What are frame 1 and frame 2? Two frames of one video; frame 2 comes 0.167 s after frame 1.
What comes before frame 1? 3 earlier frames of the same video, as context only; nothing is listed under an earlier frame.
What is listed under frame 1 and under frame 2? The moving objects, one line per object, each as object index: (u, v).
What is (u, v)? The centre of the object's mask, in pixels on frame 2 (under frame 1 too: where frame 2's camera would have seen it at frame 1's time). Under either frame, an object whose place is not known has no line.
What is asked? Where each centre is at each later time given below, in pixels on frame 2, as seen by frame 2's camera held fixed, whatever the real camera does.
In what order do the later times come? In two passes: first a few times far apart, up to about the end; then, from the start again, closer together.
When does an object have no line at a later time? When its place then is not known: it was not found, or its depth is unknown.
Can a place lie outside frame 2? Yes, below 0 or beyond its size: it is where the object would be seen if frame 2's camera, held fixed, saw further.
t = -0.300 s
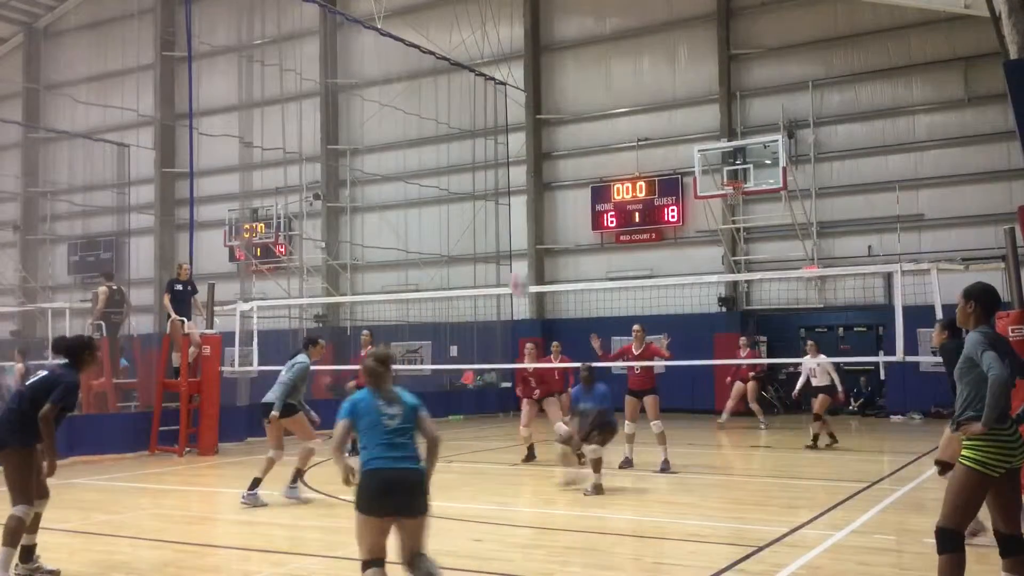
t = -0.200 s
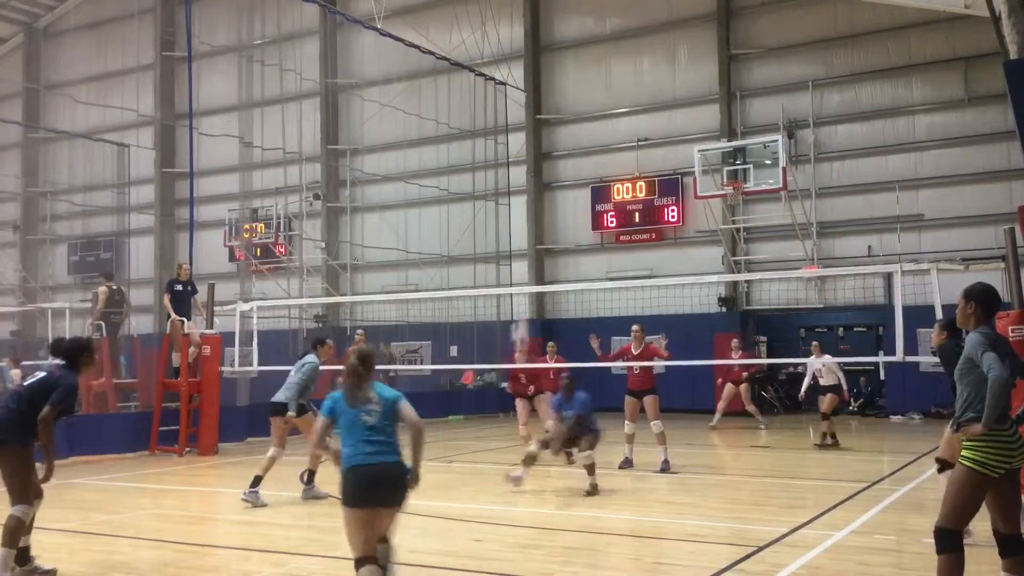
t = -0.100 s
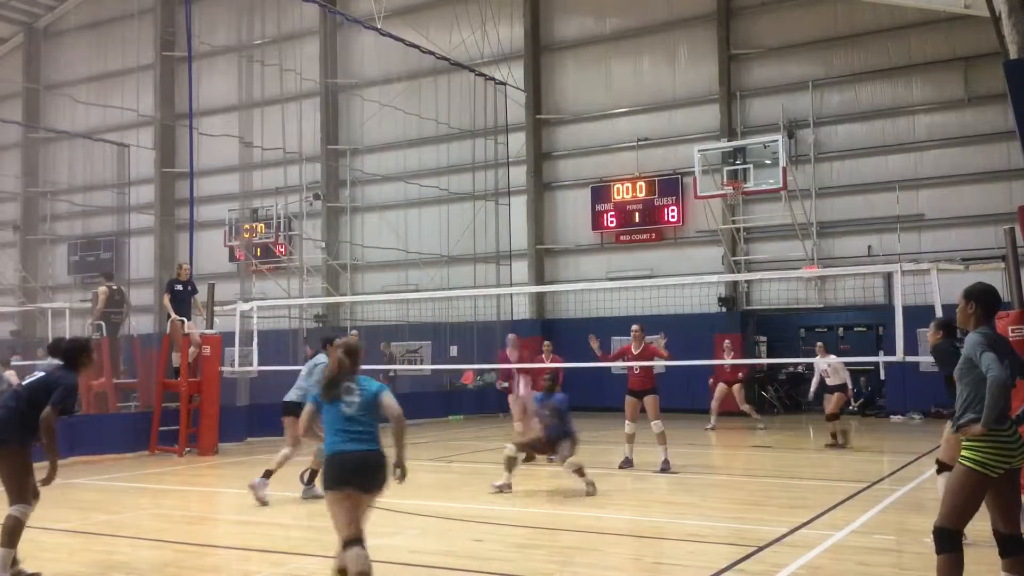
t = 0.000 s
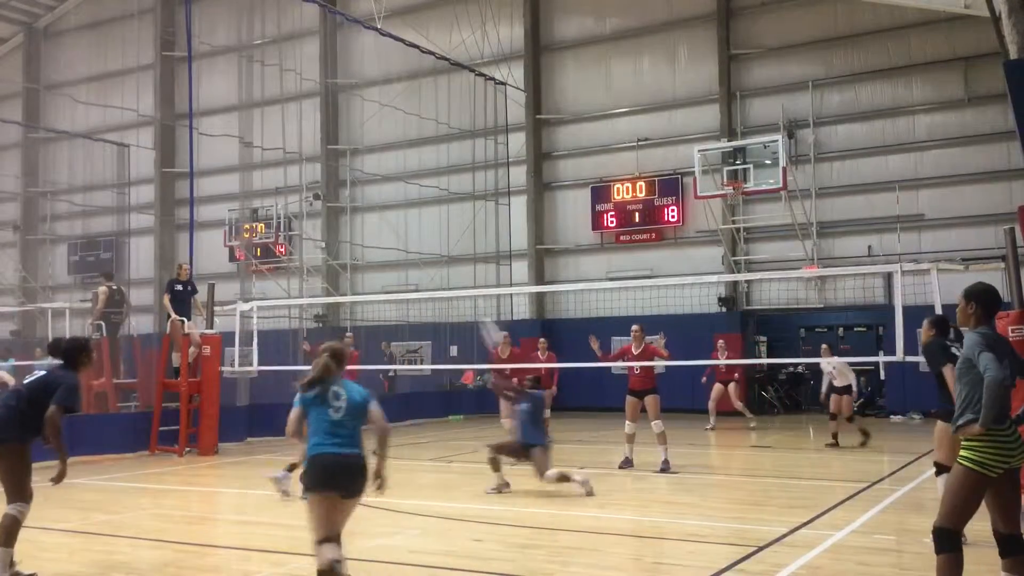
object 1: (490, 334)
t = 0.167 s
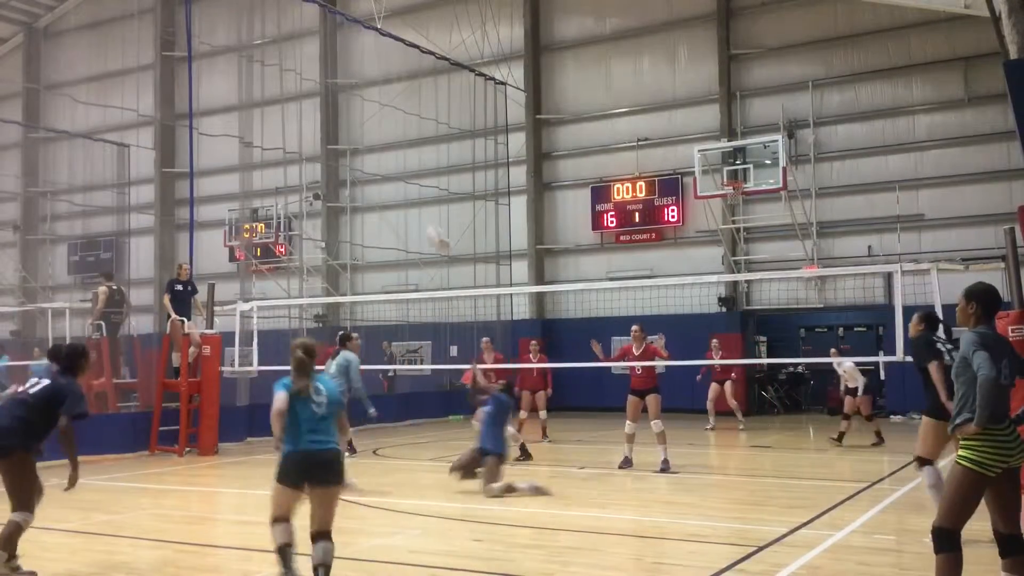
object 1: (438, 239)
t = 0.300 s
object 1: (399, 187)
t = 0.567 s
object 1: (334, 143)
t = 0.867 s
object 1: (271, 164)
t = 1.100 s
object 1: (227, 228)
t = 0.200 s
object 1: (427, 224)
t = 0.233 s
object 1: (417, 209)
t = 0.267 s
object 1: (409, 195)
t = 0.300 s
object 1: (399, 187)
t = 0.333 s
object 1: (392, 177)
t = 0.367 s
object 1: (383, 169)
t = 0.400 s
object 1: (374, 161)
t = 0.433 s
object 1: (365, 154)
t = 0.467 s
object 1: (357, 151)
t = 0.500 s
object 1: (348, 146)
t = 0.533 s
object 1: (340, 144)
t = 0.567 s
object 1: (334, 143)
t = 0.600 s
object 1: (327, 141)
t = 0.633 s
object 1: (318, 140)
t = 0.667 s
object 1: (311, 141)
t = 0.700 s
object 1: (305, 144)
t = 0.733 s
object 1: (298, 145)
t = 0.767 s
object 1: (292, 148)
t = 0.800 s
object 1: (286, 151)
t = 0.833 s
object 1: (278, 156)
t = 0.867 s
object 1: (271, 164)
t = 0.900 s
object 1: (264, 170)
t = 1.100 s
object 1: (227, 228)
